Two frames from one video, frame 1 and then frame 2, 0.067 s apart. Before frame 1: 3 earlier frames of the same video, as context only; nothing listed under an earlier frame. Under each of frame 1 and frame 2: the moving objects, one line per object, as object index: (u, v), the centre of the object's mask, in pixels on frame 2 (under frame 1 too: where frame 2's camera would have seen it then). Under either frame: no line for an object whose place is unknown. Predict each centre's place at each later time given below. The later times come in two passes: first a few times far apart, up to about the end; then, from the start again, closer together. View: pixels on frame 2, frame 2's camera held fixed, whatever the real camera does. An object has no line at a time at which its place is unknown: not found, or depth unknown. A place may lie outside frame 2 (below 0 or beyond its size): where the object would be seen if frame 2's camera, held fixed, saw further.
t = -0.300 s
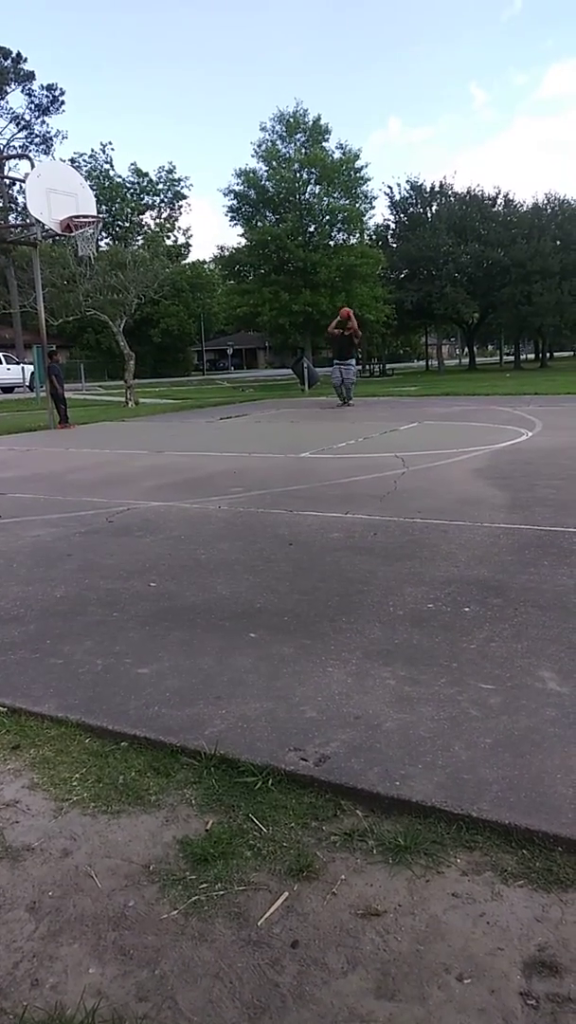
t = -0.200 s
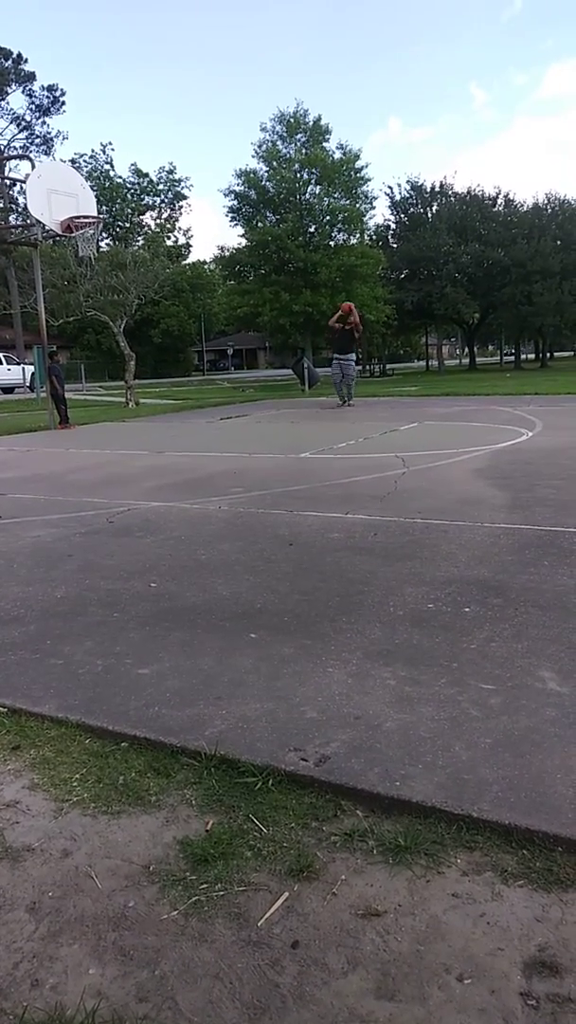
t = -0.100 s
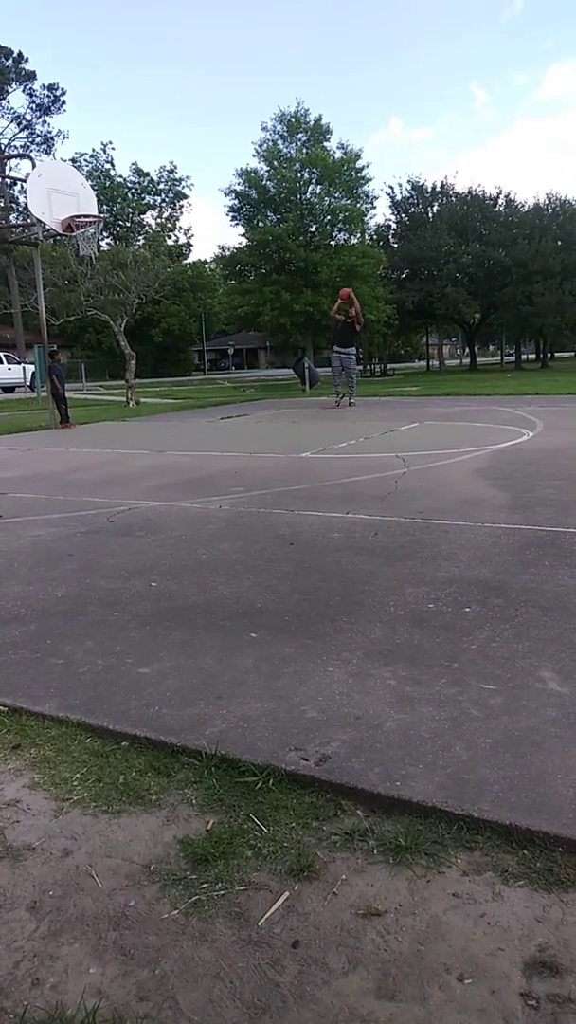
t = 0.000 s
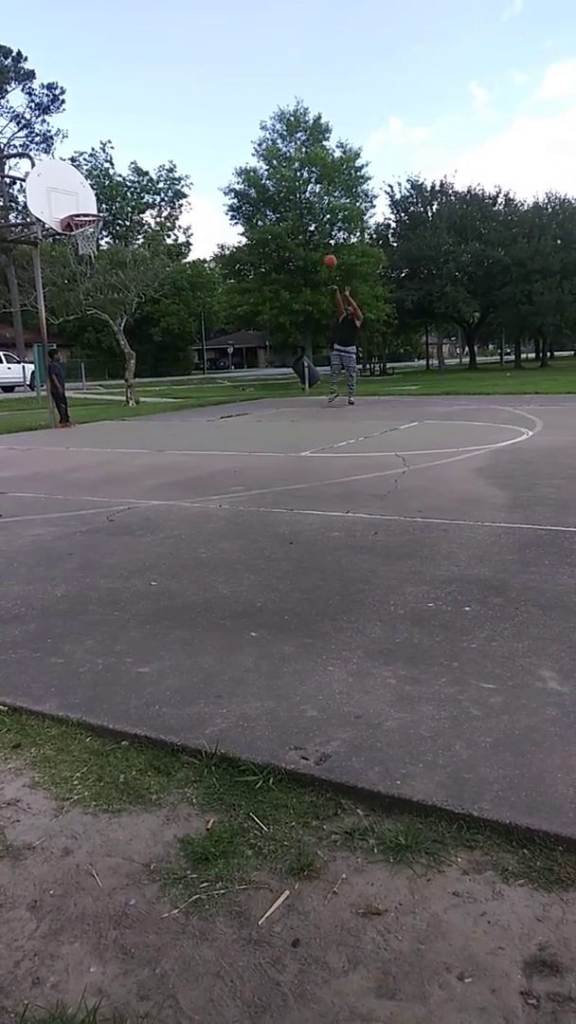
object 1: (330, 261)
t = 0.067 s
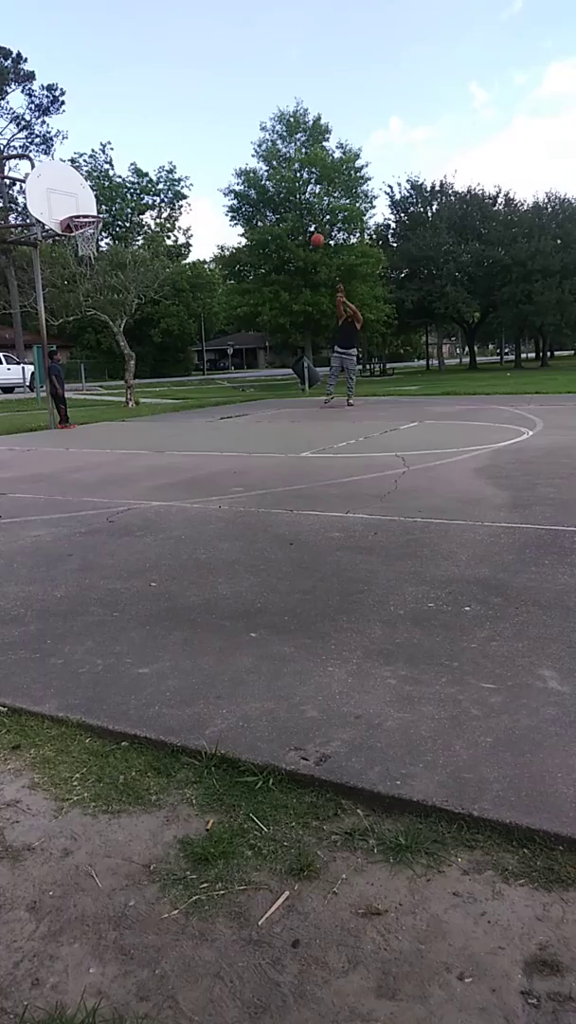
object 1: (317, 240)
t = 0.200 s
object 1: (292, 202)
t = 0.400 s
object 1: (251, 161)
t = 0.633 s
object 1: (200, 142)
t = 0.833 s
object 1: (154, 155)
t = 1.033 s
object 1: (107, 196)
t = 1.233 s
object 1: (72, 198)
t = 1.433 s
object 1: (76, 178)
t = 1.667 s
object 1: (99, 187)
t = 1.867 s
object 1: (121, 224)
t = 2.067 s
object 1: (146, 286)
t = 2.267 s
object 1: (169, 372)
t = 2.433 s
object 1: (178, 392)
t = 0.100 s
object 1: (311, 230)
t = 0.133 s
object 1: (305, 220)
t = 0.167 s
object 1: (298, 211)
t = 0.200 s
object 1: (292, 202)
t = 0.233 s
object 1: (285, 194)
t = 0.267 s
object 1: (278, 186)
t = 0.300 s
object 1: (272, 179)
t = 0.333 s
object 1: (264, 172)
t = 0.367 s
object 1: (258, 166)
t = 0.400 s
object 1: (251, 161)
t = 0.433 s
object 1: (243, 157)
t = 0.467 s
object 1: (236, 153)
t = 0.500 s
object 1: (228, 149)
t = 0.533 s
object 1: (221, 146)
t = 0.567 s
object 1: (214, 144)
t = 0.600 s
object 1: (207, 143)
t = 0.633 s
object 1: (200, 142)
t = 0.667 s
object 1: (192, 142)
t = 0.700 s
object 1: (184, 143)
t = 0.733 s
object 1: (177, 145)
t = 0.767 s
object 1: (169, 147)
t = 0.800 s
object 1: (161, 151)
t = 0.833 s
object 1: (154, 155)
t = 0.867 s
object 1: (146, 160)
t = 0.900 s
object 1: (138, 165)
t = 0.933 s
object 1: (130, 172)
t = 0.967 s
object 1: (122, 179)
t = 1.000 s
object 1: (114, 187)
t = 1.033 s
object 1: (107, 196)
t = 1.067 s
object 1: (99, 207)
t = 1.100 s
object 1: (92, 210)
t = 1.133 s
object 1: (82, 211)
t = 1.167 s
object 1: (75, 210)
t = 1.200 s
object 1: (73, 203)
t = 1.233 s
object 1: (72, 198)
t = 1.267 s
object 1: (72, 192)
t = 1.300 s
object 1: (71, 188)
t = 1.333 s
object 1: (70, 185)
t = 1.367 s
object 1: (69, 182)
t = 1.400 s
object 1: (73, 179)
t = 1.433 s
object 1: (76, 178)
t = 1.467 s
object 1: (79, 177)
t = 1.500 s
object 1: (82, 177)
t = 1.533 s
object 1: (86, 178)
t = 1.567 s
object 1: (89, 178)
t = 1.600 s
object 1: (93, 180)
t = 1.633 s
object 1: (96, 183)
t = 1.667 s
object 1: (99, 187)
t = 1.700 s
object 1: (103, 191)
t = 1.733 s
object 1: (107, 196)
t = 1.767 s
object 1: (111, 202)
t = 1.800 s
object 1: (114, 209)
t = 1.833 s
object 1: (118, 216)
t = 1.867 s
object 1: (121, 224)
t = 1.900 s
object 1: (126, 233)
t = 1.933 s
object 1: (129, 243)
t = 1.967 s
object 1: (134, 254)
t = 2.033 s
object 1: (141, 275)
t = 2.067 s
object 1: (146, 286)
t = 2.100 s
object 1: (149, 299)
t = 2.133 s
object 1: (153, 313)
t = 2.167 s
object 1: (157, 327)
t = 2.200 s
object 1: (161, 341)
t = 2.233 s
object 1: (165, 356)
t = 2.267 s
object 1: (169, 372)
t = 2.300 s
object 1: (173, 388)
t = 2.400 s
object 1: (179, 406)
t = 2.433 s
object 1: (178, 392)
